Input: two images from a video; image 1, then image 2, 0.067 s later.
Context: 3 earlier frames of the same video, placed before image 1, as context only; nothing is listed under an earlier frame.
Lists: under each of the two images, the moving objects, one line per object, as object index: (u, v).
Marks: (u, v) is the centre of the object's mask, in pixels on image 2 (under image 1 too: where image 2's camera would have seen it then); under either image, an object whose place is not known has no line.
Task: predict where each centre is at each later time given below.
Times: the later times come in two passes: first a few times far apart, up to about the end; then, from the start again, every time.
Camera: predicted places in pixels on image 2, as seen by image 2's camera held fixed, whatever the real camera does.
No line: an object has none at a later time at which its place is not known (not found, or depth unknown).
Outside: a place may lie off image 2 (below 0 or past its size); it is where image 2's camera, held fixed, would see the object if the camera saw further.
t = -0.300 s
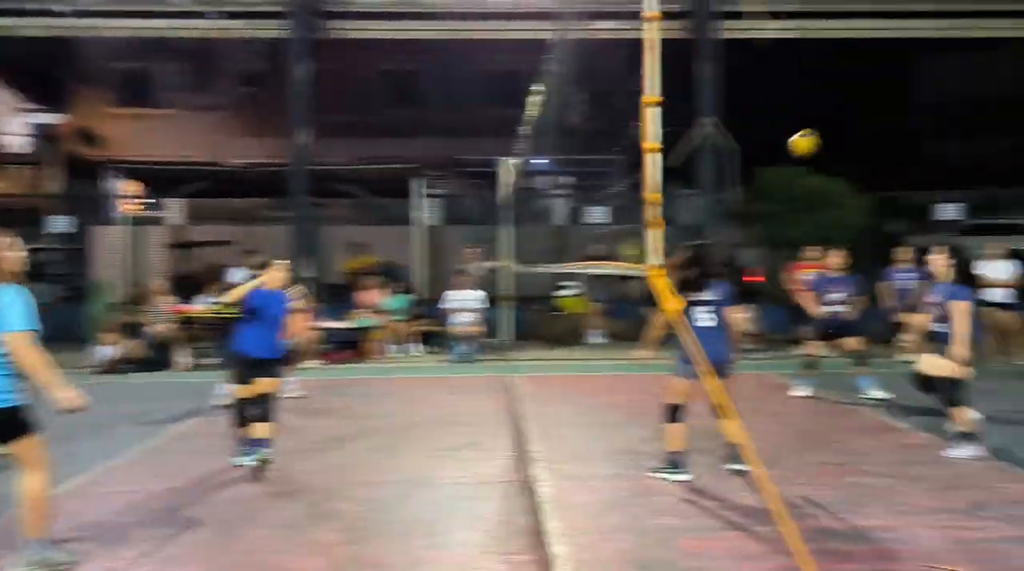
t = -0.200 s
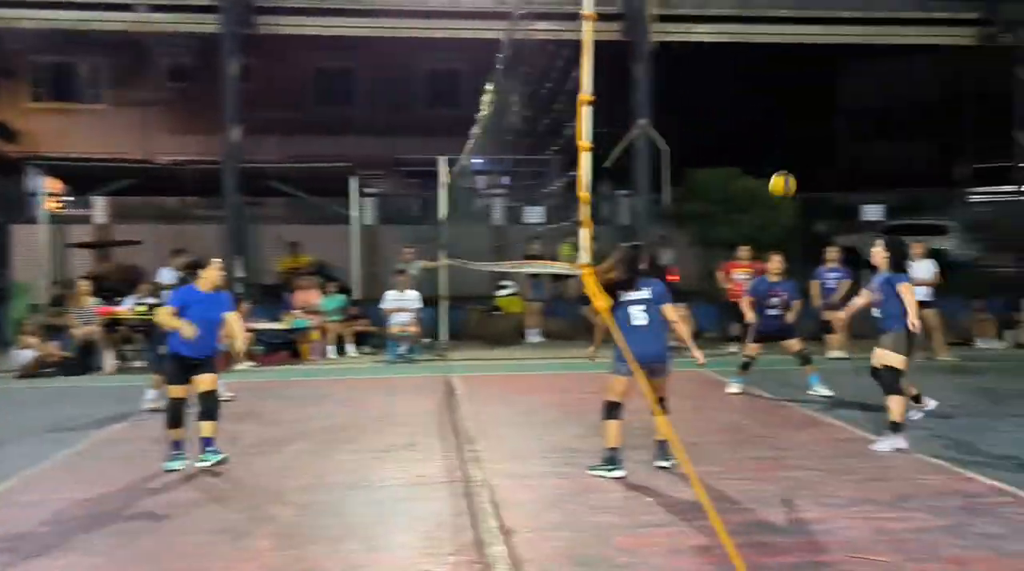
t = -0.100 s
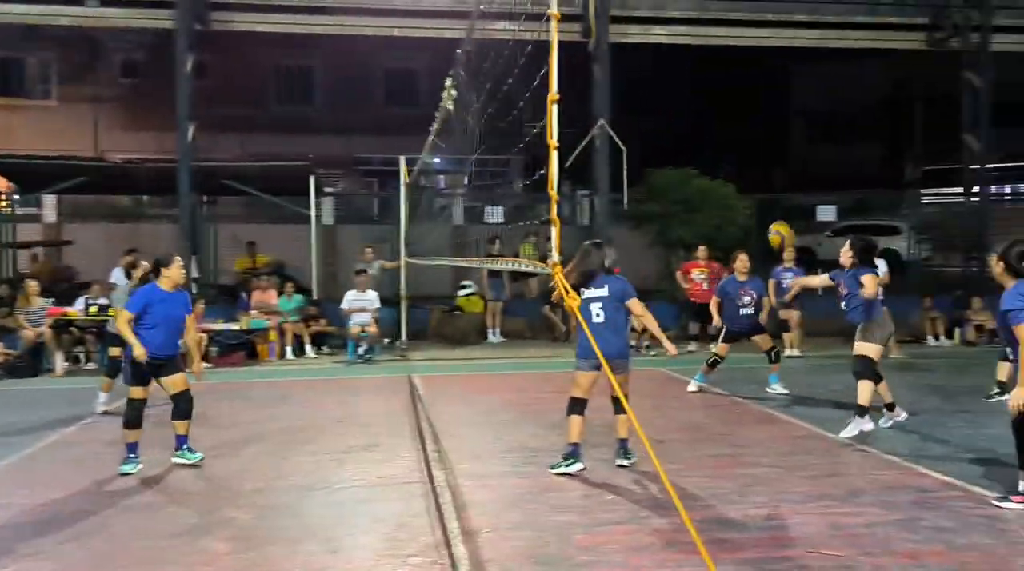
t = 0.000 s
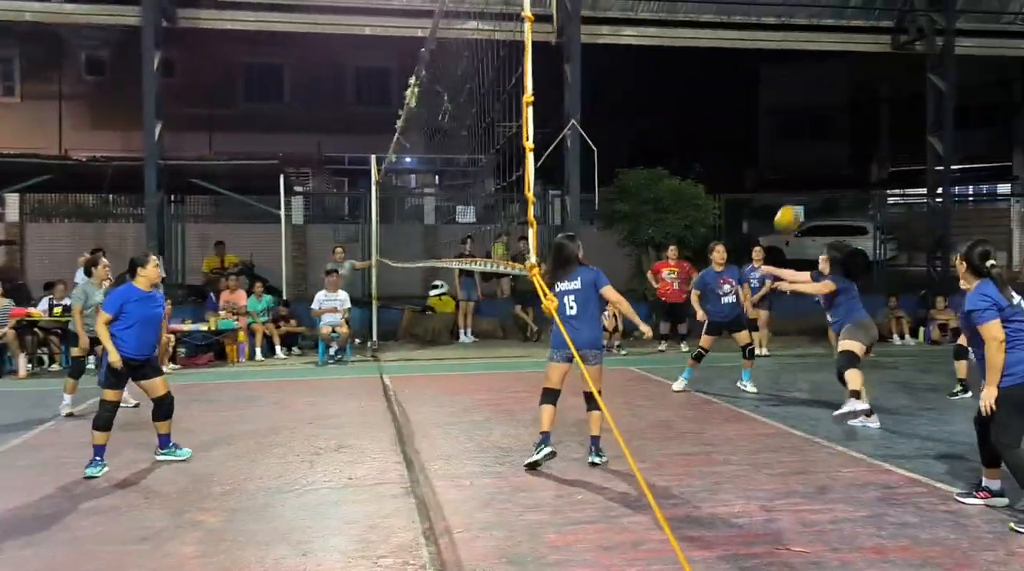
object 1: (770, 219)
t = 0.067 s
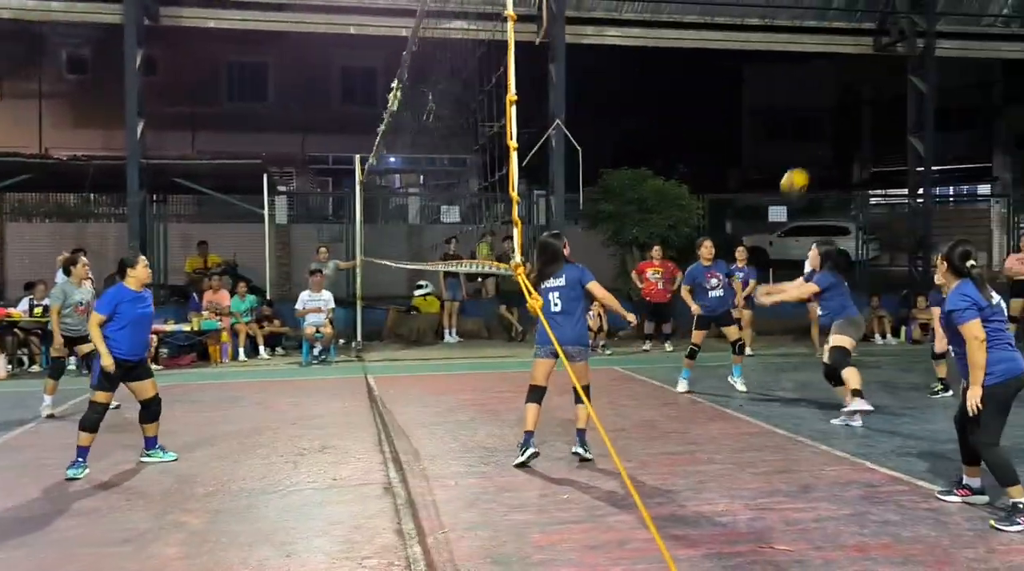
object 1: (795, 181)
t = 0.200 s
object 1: (844, 119)
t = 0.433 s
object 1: (935, 58)
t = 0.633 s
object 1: (1021, 59)
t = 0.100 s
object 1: (806, 165)
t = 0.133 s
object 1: (818, 149)
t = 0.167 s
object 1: (831, 134)
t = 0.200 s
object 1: (844, 119)
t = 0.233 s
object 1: (857, 107)
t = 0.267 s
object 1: (869, 96)
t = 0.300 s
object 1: (883, 86)
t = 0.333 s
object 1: (896, 77)
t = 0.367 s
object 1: (909, 70)
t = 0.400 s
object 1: (922, 63)
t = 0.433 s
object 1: (935, 58)
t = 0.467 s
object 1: (949, 55)
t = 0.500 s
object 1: (964, 53)
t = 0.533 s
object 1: (978, 52)
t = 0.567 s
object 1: (993, 53)
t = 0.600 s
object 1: (1007, 56)
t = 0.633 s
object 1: (1021, 59)
